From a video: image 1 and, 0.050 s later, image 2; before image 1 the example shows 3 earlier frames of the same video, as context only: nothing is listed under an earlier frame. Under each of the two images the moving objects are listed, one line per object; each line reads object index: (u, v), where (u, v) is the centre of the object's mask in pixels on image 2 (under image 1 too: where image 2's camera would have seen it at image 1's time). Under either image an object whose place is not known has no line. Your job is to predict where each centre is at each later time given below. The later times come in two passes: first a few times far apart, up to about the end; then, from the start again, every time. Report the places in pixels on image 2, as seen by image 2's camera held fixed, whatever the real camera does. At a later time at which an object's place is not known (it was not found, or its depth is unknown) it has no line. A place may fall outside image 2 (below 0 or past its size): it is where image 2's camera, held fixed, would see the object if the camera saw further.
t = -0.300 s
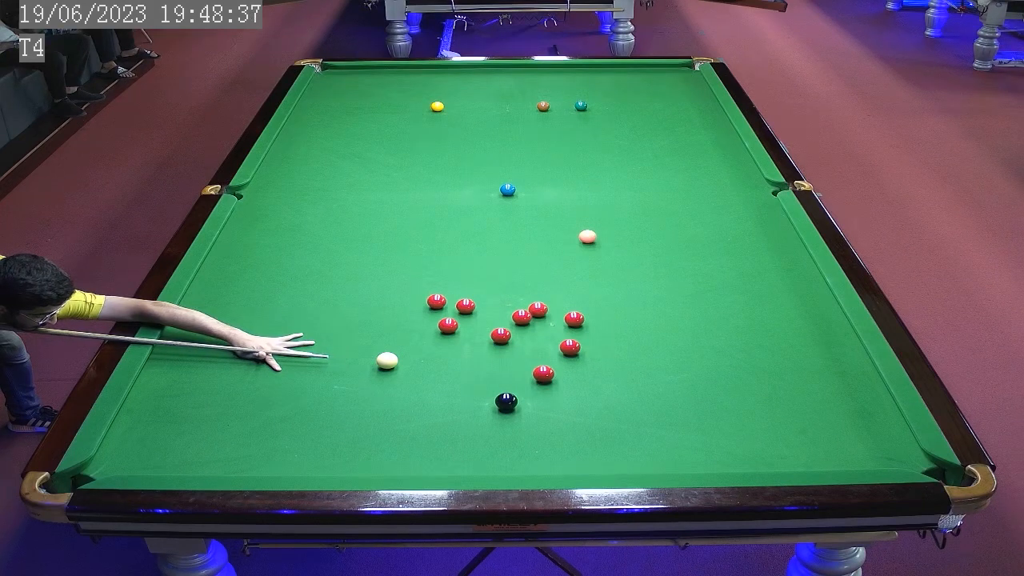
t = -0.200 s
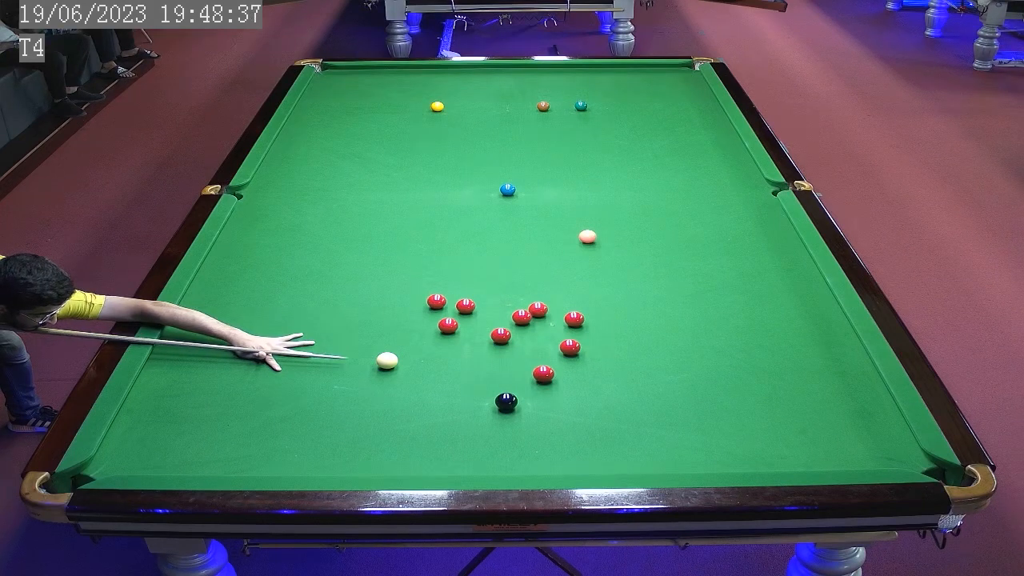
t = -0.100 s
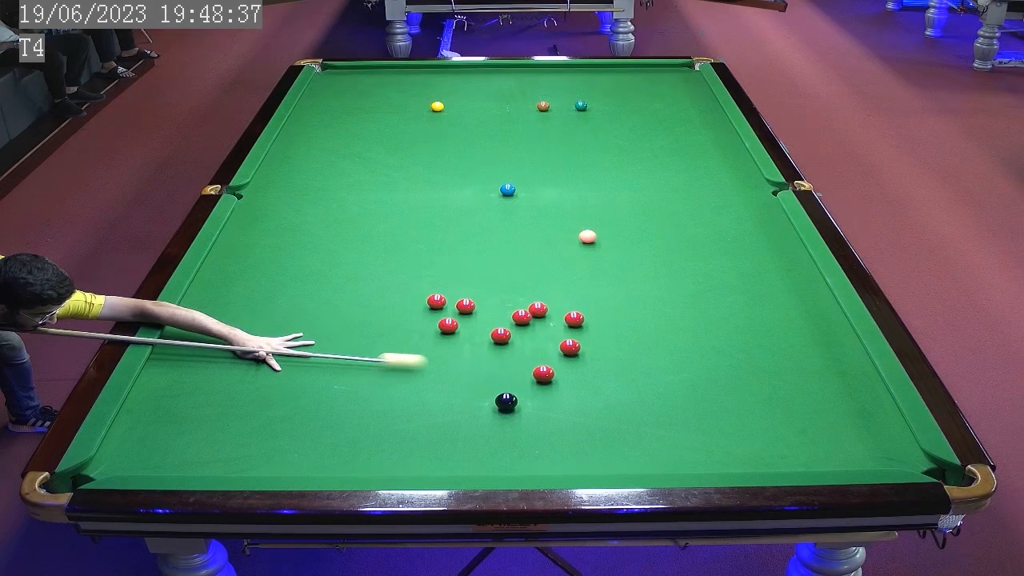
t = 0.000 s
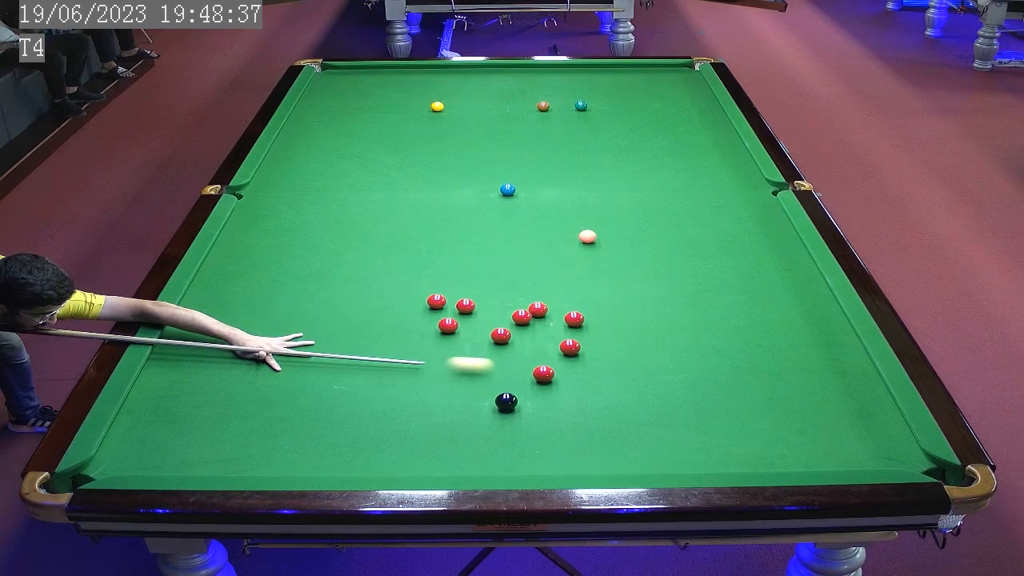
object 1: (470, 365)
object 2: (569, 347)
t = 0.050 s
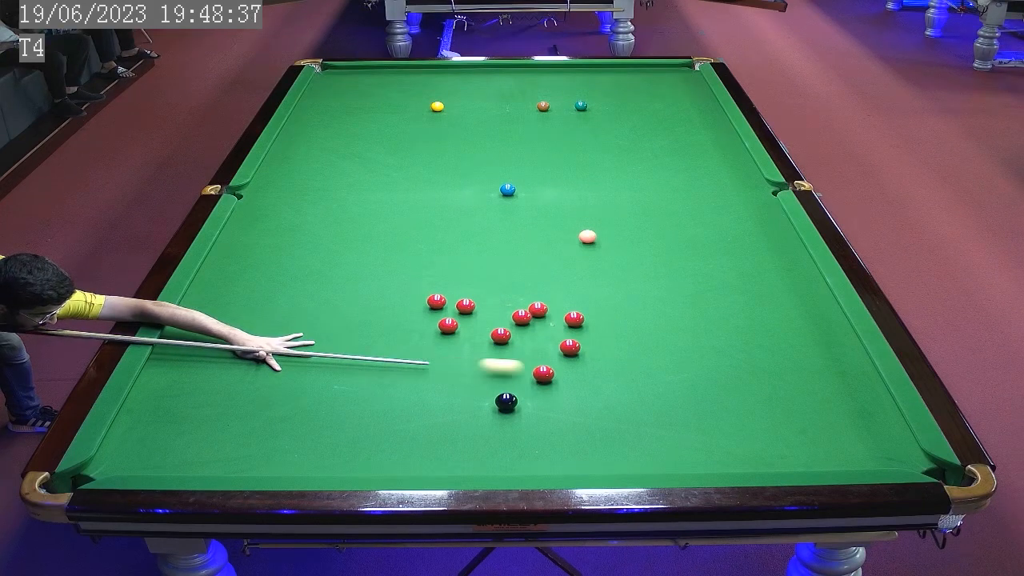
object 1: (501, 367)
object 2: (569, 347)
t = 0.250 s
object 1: (547, 359)
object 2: (569, 347)
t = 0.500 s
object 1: (568, 355)
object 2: (582, 340)
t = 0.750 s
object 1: (582, 355)
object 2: (597, 331)
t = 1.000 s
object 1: (594, 354)
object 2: (611, 323)
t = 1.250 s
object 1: (603, 354)
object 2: (622, 316)
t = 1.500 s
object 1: (611, 354)
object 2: (633, 310)
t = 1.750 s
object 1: (617, 354)
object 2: (642, 305)
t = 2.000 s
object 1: (621, 354)
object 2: (650, 300)
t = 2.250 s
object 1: (622, 354)
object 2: (657, 296)
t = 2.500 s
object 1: (623, 354)
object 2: (664, 293)
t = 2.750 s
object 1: (623, 354)
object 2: (668, 290)
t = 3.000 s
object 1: (623, 354)
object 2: (672, 288)
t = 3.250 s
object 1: (623, 354)
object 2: (675, 286)
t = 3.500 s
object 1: (622, 354)
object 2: (677, 285)
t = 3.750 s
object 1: (623, 355)
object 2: (678, 285)
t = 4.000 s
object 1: (623, 355)
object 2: (678, 285)
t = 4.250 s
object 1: (623, 355)
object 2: (678, 285)
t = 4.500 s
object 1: (623, 355)
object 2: (678, 285)
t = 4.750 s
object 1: (623, 354)
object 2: (678, 285)
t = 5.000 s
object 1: (623, 354)
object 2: (678, 285)
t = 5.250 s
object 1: (623, 354)
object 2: (678, 285)
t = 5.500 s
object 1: (623, 354)
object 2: (678, 285)
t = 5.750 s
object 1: (623, 354)
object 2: (678, 285)
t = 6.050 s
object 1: (623, 354)
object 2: (678, 285)
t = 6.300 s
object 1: (623, 354)
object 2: (678, 285)
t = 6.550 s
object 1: (623, 354)
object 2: (678, 285)
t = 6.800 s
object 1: (623, 354)
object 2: (678, 285)
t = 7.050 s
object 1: (623, 354)
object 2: (678, 285)
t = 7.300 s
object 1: (623, 354)
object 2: (678, 285)
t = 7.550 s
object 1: (623, 354)
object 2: (678, 285)
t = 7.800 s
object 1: (623, 354)
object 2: (678, 284)
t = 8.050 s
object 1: (623, 354)
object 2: (678, 285)
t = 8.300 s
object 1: (623, 354)
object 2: (678, 285)
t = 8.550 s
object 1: (623, 354)
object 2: (678, 285)
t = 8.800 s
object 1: (623, 354)
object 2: (678, 285)
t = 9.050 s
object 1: (623, 354)
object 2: (678, 285)
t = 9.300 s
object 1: (623, 354)
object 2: (678, 285)
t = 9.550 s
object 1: (623, 354)
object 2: (678, 285)
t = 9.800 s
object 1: (623, 354)
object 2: (678, 285)
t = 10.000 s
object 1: (623, 354)
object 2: (678, 285)
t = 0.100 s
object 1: (524, 367)
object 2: (569, 347)
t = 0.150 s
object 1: (532, 364)
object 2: (569, 347)
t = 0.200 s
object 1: (540, 362)
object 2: (569, 347)
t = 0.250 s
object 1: (547, 359)
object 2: (569, 347)
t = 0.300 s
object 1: (555, 356)
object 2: (570, 346)
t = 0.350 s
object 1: (559, 356)
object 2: (573, 345)
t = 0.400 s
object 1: (562, 356)
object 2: (576, 343)
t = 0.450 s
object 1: (565, 355)
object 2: (579, 341)
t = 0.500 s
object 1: (568, 355)
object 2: (582, 340)
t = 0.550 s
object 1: (571, 355)
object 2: (585, 338)
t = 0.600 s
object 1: (574, 355)
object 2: (588, 336)
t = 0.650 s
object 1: (577, 355)
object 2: (591, 334)
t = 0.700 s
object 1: (580, 355)
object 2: (594, 332)
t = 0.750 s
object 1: (582, 355)
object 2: (597, 331)
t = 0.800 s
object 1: (585, 355)
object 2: (600, 329)
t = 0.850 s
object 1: (587, 355)
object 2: (603, 328)
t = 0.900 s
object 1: (589, 354)
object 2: (605, 326)
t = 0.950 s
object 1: (591, 354)
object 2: (608, 324)
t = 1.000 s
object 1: (594, 354)
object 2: (611, 323)
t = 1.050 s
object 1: (595, 354)
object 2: (613, 322)
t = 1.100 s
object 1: (598, 354)
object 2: (615, 320)
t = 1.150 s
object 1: (600, 354)
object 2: (618, 319)
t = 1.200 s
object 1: (602, 354)
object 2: (620, 318)
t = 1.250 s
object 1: (603, 354)
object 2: (622, 316)
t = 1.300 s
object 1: (605, 354)
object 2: (624, 315)
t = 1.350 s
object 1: (607, 354)
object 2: (627, 314)
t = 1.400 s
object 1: (608, 354)
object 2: (629, 313)
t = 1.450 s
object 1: (610, 354)
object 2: (631, 311)
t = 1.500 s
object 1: (611, 354)
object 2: (633, 310)
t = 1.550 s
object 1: (612, 354)
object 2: (635, 309)
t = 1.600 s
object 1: (614, 354)
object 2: (637, 308)
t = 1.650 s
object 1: (615, 354)
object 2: (638, 307)
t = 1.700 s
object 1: (616, 354)
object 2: (640, 306)
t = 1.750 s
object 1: (617, 354)
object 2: (642, 305)
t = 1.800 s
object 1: (618, 354)
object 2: (644, 304)
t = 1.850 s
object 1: (619, 354)
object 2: (645, 303)
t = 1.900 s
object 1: (619, 354)
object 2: (647, 302)
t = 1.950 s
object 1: (620, 354)
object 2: (649, 301)
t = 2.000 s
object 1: (621, 354)
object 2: (650, 300)
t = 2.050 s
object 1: (621, 354)
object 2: (652, 299)
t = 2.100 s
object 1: (622, 354)
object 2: (653, 299)
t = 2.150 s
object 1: (622, 354)
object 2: (655, 298)
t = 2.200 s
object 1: (622, 354)
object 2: (656, 297)
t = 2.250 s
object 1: (622, 354)
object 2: (657, 296)
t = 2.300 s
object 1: (623, 354)
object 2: (659, 295)
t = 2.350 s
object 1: (623, 354)
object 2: (660, 295)
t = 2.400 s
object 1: (623, 354)
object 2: (661, 294)
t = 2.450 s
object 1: (623, 354)
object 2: (662, 294)
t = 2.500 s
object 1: (623, 354)
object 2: (664, 293)
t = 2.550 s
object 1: (623, 354)
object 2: (665, 292)
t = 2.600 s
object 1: (623, 354)
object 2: (665, 292)
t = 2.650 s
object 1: (623, 354)
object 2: (666, 291)
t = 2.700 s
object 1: (623, 354)
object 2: (667, 291)
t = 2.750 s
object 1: (623, 354)
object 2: (668, 290)
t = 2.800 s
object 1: (623, 354)
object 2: (669, 290)
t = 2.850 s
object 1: (623, 354)
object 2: (670, 289)
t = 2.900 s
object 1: (623, 354)
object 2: (671, 289)
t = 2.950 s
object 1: (623, 354)
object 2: (672, 289)
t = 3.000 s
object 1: (623, 354)
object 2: (672, 288)
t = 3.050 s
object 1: (623, 354)
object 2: (673, 288)
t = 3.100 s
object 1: (623, 354)
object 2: (674, 287)
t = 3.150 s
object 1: (623, 354)
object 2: (674, 287)
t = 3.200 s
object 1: (623, 354)
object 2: (675, 287)
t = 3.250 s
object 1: (623, 354)
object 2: (675, 286)
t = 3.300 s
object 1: (623, 355)
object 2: (675, 286)
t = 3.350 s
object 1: (623, 355)
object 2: (676, 286)
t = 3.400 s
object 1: (625, 352)
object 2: (677, 286)
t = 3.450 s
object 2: (677, 285)
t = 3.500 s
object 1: (622, 354)
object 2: (677, 285)
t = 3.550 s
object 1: (623, 355)
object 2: (677, 285)
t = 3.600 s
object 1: (623, 355)
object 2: (678, 285)
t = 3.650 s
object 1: (623, 355)
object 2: (678, 285)
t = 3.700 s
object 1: (623, 355)
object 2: (678, 285)
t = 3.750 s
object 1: (623, 355)
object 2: (678, 285)
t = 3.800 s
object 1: (623, 355)
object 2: (678, 285)
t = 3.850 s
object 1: (623, 355)
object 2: (678, 285)
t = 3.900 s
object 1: (623, 355)
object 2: (678, 285)
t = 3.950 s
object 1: (623, 355)
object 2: (678, 285)
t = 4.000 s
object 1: (623, 355)
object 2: (678, 285)
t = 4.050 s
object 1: (623, 355)
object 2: (678, 285)
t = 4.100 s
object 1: (623, 355)
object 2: (678, 285)
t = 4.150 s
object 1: (623, 355)
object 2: (678, 285)
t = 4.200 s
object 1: (623, 355)
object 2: (678, 285)
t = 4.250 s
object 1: (623, 355)
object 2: (678, 285)
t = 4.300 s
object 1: (623, 355)
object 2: (678, 285)
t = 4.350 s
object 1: (623, 355)
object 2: (678, 285)
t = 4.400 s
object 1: (623, 355)
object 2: (678, 285)
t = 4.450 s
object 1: (623, 355)
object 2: (678, 285)
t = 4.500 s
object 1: (623, 355)
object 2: (678, 285)
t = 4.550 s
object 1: (623, 354)
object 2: (678, 285)
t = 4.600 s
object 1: (623, 354)
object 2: (678, 285)
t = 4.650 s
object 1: (623, 354)
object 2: (678, 285)
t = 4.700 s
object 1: (623, 354)
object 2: (678, 285)
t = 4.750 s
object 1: (623, 354)
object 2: (678, 285)
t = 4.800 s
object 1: (623, 354)
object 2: (678, 285)
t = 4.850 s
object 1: (623, 354)
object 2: (678, 285)
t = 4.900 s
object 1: (623, 354)
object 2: (678, 285)
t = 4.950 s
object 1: (623, 354)
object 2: (678, 285)
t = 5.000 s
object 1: (623, 354)
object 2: (678, 285)
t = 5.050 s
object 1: (623, 354)
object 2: (678, 285)
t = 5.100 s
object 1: (623, 354)
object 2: (678, 285)
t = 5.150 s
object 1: (623, 354)
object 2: (678, 285)
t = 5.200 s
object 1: (623, 354)
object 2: (678, 285)
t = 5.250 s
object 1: (623, 354)
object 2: (678, 285)
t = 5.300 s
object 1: (623, 354)
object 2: (678, 285)
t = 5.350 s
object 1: (623, 354)
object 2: (678, 285)
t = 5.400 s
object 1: (623, 354)
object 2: (678, 285)
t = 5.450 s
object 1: (623, 354)
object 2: (678, 285)
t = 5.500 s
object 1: (623, 354)
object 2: (678, 285)
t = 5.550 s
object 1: (623, 354)
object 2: (678, 285)
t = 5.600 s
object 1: (623, 354)
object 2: (678, 285)
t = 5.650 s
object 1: (623, 354)
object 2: (678, 285)
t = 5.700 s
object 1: (623, 354)
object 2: (678, 285)
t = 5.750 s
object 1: (623, 354)
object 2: (678, 285)
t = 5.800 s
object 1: (623, 354)
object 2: (678, 285)
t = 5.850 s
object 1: (623, 354)
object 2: (678, 285)
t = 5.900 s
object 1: (623, 354)
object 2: (678, 285)
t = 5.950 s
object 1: (623, 354)
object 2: (678, 285)
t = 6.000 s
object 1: (623, 355)
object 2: (678, 285)
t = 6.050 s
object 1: (623, 354)
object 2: (678, 285)
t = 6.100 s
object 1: (623, 354)
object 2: (678, 285)
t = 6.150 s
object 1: (623, 354)
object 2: (678, 285)
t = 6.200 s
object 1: (623, 354)
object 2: (678, 285)
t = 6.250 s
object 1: (623, 354)
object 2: (678, 285)
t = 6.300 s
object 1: (623, 354)
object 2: (678, 285)
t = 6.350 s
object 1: (623, 354)
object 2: (678, 285)
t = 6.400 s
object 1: (623, 354)
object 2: (678, 285)
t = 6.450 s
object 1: (623, 354)
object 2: (678, 285)
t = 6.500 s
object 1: (623, 354)
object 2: (678, 285)
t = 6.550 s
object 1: (623, 354)
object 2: (678, 285)
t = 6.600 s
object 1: (623, 354)
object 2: (678, 285)
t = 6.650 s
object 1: (623, 354)
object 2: (678, 285)
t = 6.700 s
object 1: (623, 354)
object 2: (678, 285)
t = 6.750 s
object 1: (623, 354)
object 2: (678, 285)
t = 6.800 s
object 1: (623, 354)
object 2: (678, 285)
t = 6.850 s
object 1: (623, 354)
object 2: (678, 285)
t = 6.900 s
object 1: (623, 354)
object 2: (678, 285)
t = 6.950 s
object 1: (623, 354)
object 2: (678, 285)
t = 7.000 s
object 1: (623, 354)
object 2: (678, 285)
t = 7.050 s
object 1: (623, 354)
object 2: (678, 285)
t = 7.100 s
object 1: (623, 354)
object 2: (678, 285)
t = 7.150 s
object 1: (623, 354)
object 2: (678, 285)
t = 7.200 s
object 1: (623, 354)
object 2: (678, 285)
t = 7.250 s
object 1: (623, 354)
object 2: (678, 285)
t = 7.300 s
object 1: (623, 354)
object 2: (678, 285)
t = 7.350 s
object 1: (623, 354)
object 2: (678, 285)
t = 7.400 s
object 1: (623, 354)
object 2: (678, 285)
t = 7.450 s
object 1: (623, 354)
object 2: (678, 285)
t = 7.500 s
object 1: (623, 354)
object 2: (678, 285)
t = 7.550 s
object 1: (623, 354)
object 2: (678, 285)
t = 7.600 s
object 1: (623, 354)
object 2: (678, 285)
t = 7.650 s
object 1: (623, 354)
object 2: (678, 285)
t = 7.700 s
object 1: (623, 354)
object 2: (678, 285)
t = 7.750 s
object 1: (623, 354)
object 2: (678, 284)
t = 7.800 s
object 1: (623, 354)
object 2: (678, 284)
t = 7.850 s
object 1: (623, 354)
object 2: (678, 285)
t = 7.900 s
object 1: (623, 354)
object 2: (678, 285)
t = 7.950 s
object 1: (623, 354)
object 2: (678, 285)
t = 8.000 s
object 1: (623, 354)
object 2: (678, 285)
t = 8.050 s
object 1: (623, 354)
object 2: (678, 285)
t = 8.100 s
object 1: (623, 354)
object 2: (678, 285)
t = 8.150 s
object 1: (623, 354)
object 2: (678, 285)
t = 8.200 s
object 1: (623, 354)
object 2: (678, 285)
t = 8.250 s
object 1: (623, 354)
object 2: (678, 285)
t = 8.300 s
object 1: (623, 354)
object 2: (678, 285)
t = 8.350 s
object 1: (623, 354)
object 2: (678, 285)
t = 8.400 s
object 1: (623, 354)
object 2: (678, 285)
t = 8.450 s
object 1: (623, 354)
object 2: (678, 285)
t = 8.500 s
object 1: (623, 354)
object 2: (678, 285)
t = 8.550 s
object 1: (623, 354)
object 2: (678, 285)
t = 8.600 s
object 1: (623, 354)
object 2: (678, 285)
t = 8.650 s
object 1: (623, 354)
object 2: (678, 285)
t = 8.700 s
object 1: (623, 354)
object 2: (678, 285)
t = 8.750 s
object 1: (623, 354)
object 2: (678, 285)
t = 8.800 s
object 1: (623, 354)
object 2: (678, 285)
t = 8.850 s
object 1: (623, 354)
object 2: (678, 285)
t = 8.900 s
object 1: (623, 354)
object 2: (678, 285)
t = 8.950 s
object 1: (623, 354)
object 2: (678, 285)
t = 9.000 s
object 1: (623, 354)
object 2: (678, 285)
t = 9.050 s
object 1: (623, 354)
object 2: (678, 285)
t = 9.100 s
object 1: (623, 354)
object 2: (678, 285)
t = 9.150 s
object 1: (623, 354)
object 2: (678, 285)
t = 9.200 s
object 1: (623, 354)
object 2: (678, 285)
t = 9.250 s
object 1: (623, 354)
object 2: (678, 285)
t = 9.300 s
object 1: (623, 354)
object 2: (678, 285)
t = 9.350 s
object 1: (623, 354)
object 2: (678, 285)
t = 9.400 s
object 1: (623, 354)
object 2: (678, 285)
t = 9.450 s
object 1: (623, 354)
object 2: (678, 285)
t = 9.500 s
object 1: (623, 354)
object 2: (678, 285)
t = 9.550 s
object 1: (623, 354)
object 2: (678, 285)
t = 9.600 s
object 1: (623, 354)
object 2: (678, 285)
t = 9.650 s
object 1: (623, 354)
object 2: (678, 285)
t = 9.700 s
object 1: (623, 354)
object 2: (678, 285)
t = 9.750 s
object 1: (623, 354)
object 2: (678, 285)
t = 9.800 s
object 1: (623, 354)
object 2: (678, 285)
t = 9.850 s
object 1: (623, 354)
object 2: (678, 285)
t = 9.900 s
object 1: (623, 354)
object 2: (678, 285)
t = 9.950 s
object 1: (623, 354)
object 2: (678, 285)
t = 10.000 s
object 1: (623, 354)
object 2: (678, 285)
